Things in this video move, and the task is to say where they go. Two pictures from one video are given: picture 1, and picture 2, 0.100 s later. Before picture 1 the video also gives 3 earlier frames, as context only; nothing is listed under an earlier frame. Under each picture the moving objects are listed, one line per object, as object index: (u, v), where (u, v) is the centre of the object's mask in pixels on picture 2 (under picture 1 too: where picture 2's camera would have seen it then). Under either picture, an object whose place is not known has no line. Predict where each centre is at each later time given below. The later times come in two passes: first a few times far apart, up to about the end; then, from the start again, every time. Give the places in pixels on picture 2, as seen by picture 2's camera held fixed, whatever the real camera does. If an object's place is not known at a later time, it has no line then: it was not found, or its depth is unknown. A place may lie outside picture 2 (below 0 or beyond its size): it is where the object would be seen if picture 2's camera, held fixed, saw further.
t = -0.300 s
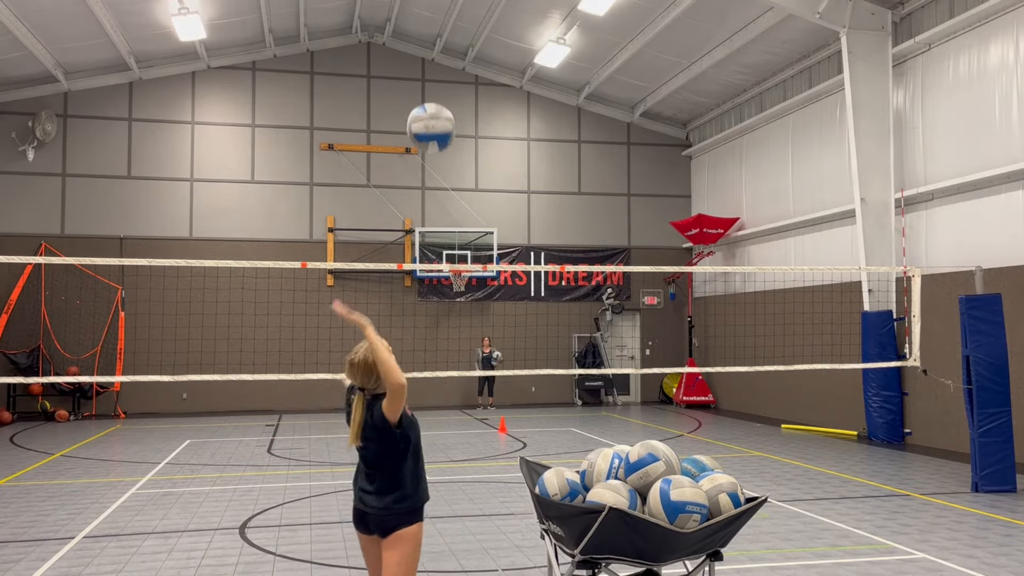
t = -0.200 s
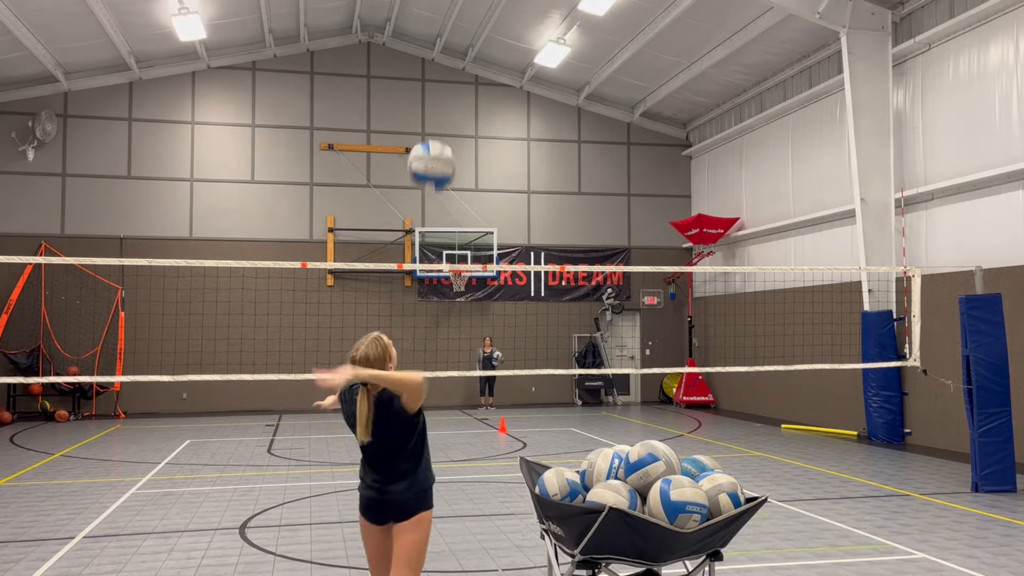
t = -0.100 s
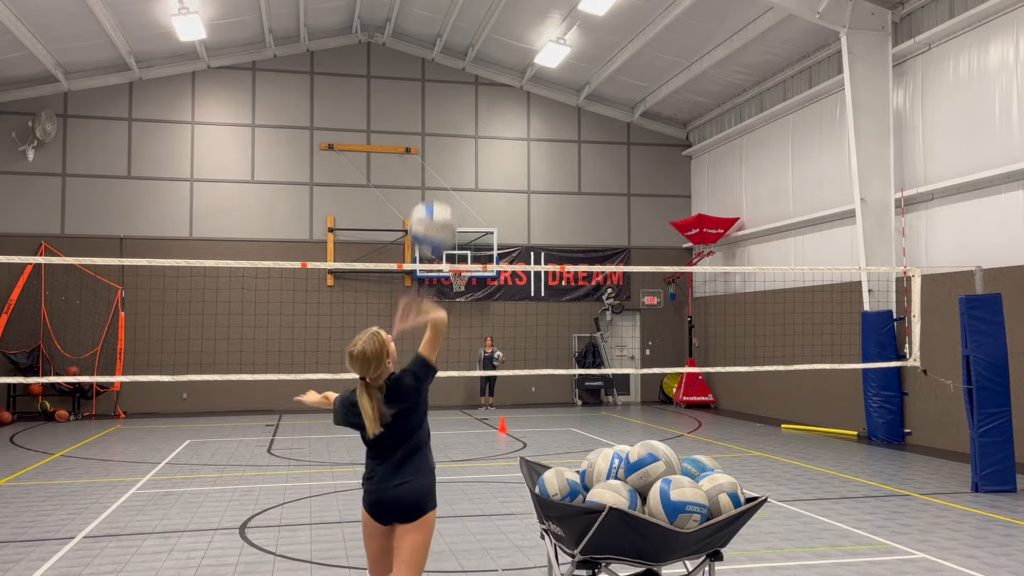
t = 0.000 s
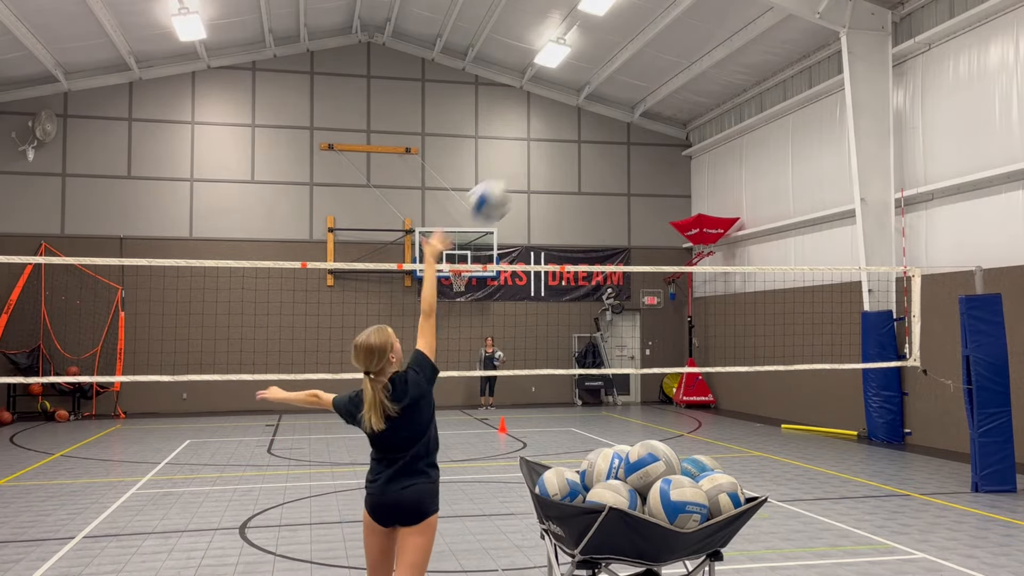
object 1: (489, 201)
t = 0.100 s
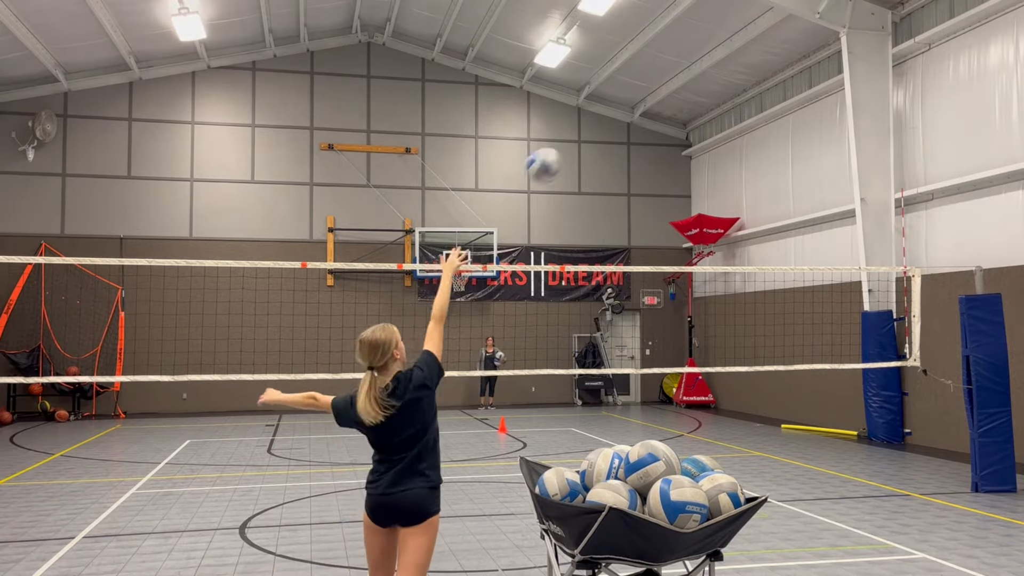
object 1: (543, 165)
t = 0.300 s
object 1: (610, 159)
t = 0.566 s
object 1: (655, 214)
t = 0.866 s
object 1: (683, 315)
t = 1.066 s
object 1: (695, 396)
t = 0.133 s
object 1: (558, 160)
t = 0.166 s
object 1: (571, 156)
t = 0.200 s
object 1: (582, 155)
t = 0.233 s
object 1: (593, 155)
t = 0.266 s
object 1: (602, 157)
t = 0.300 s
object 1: (610, 159)
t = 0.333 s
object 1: (618, 164)
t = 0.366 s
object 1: (625, 169)
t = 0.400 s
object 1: (631, 175)
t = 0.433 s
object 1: (636, 181)
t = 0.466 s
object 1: (642, 189)
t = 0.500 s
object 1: (647, 197)
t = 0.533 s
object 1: (651, 205)
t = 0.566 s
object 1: (655, 214)
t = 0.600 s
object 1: (660, 223)
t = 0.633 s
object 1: (663, 233)
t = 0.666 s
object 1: (666, 245)
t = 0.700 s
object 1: (670, 255)
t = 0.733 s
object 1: (673, 262)
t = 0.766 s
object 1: (675, 279)
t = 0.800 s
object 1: (678, 291)
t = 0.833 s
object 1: (680, 302)
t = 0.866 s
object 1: (683, 315)
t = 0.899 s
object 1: (685, 328)
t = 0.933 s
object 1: (687, 341)
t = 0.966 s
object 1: (689, 354)
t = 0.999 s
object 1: (691, 363)
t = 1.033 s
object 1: (693, 382)
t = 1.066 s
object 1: (695, 396)
